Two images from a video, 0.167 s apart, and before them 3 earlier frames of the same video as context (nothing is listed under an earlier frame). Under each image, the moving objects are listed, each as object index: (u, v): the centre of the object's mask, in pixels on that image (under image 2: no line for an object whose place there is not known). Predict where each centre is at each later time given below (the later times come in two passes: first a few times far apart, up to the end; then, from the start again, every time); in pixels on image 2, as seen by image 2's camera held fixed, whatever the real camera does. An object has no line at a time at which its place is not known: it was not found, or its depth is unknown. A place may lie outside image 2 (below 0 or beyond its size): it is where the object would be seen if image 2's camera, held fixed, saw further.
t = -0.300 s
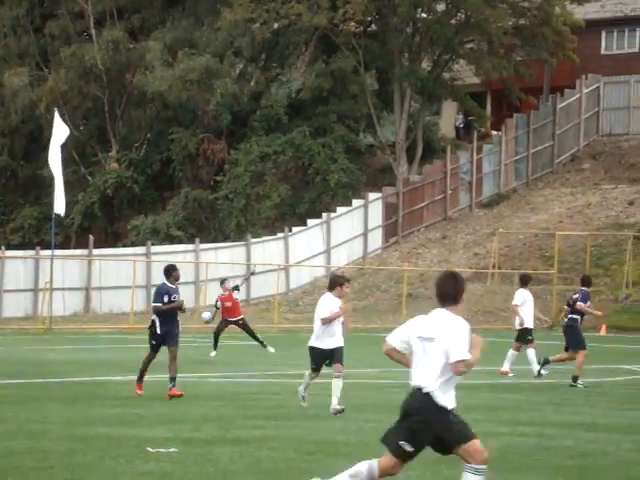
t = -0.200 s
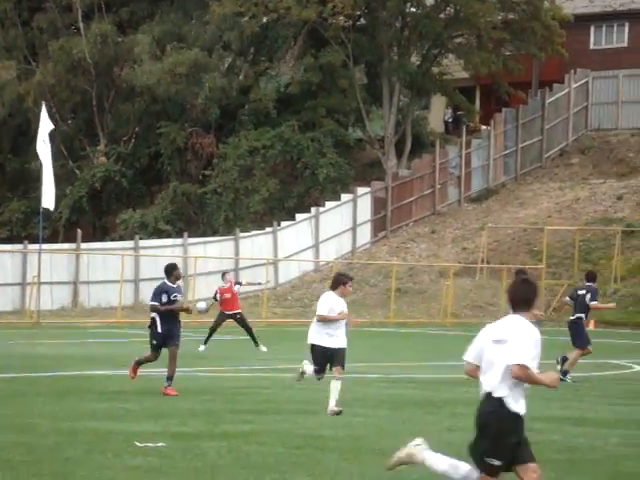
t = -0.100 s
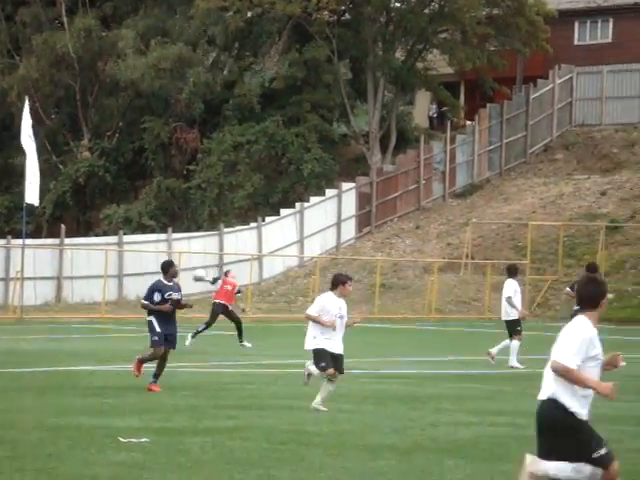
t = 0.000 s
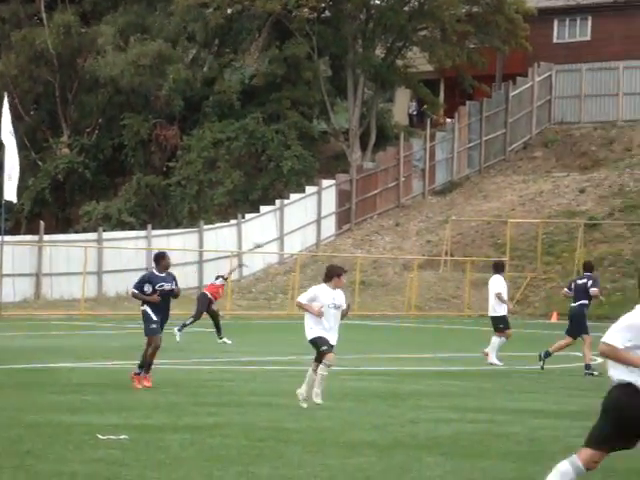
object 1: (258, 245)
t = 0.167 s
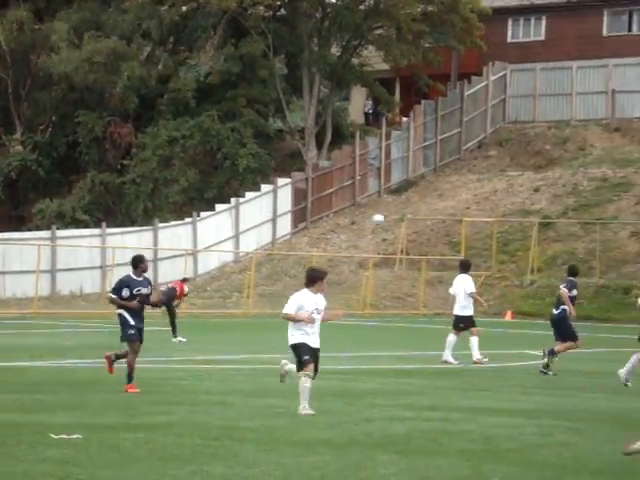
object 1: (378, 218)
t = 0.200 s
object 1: (410, 215)
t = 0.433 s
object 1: (624, 201)
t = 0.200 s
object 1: (410, 215)
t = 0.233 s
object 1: (441, 212)
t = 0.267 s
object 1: (472, 209)
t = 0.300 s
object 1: (503, 207)
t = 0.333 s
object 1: (534, 206)
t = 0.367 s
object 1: (564, 204)
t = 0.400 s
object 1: (593, 202)
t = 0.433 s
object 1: (624, 201)
